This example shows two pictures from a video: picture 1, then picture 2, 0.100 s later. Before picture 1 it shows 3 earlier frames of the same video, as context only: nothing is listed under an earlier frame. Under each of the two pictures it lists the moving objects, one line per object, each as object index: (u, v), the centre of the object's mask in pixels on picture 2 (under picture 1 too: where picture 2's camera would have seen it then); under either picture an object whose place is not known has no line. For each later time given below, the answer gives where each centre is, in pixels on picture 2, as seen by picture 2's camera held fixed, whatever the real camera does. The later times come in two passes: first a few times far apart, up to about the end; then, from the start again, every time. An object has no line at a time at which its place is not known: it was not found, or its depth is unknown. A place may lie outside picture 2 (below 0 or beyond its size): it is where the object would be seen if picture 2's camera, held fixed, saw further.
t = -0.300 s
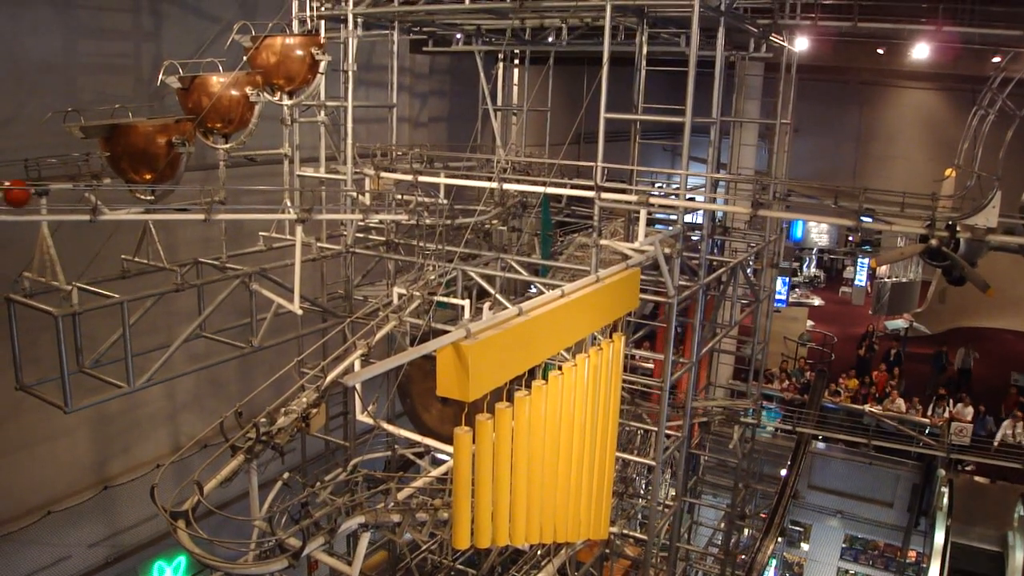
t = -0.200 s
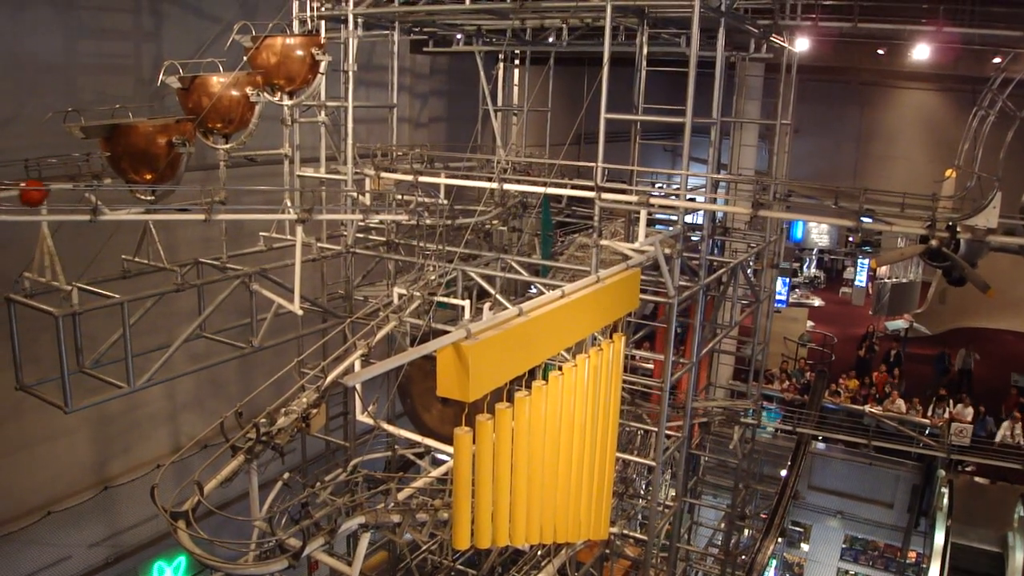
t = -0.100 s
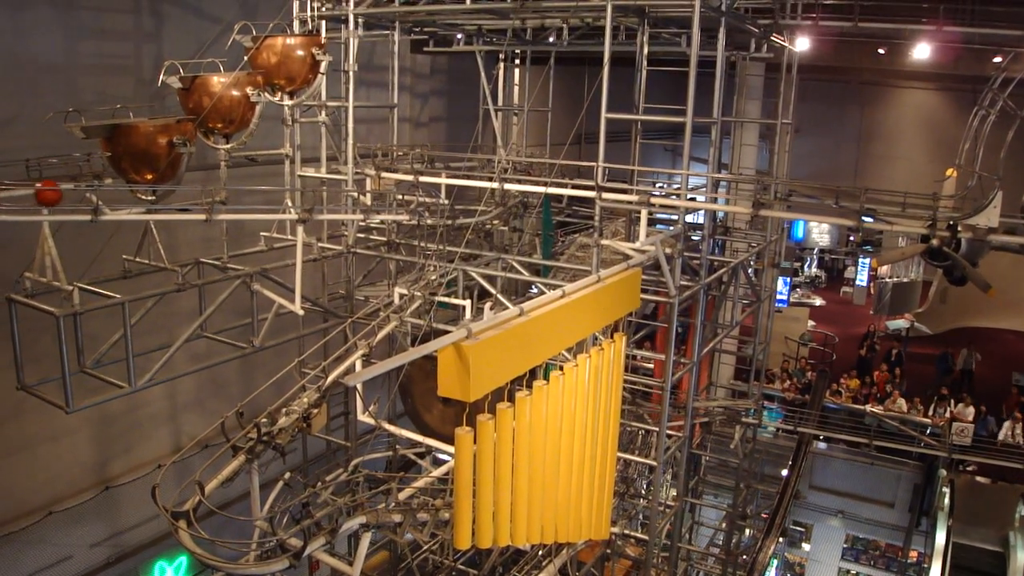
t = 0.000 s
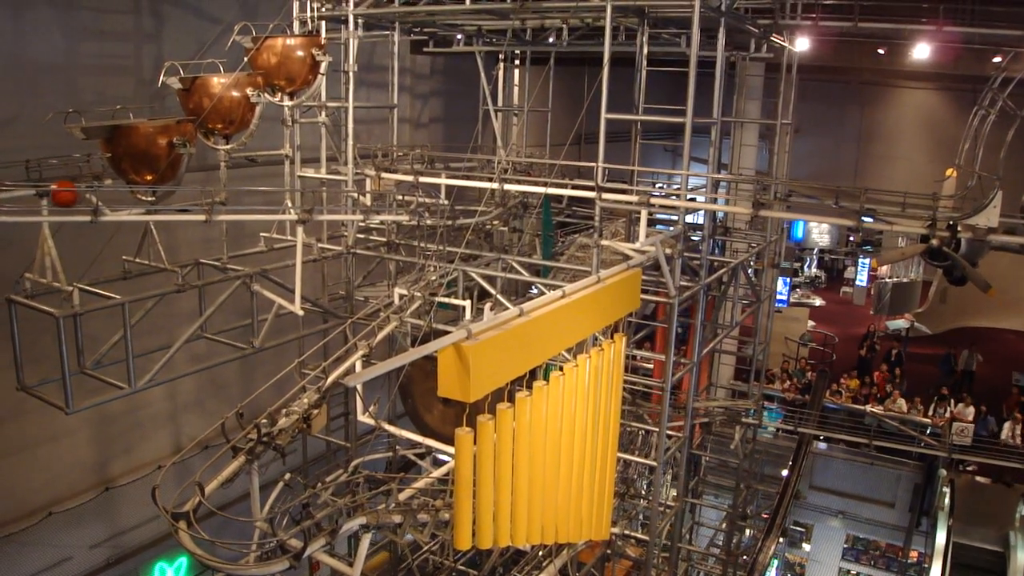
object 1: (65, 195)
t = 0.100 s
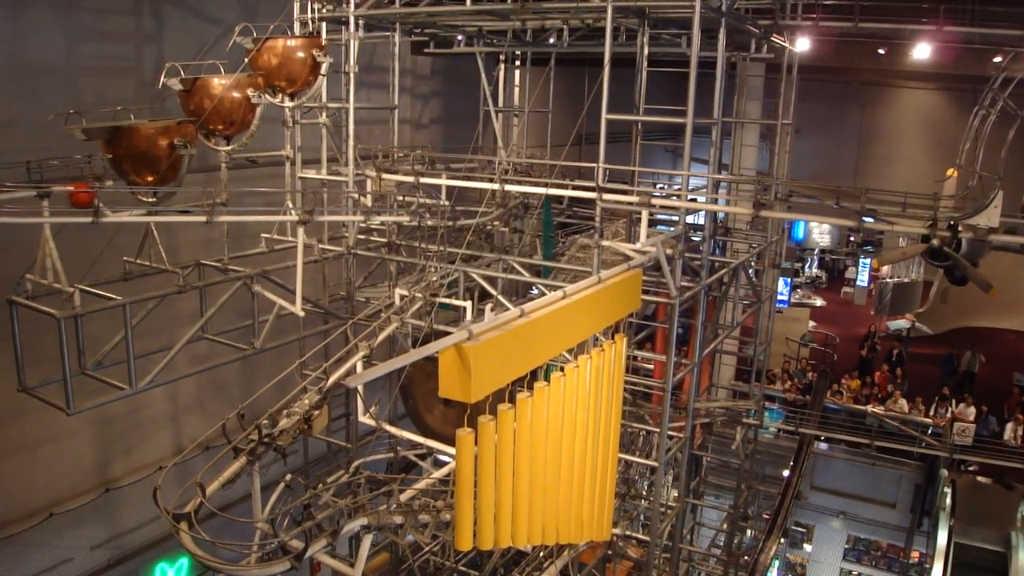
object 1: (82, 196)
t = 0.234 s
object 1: (103, 195)
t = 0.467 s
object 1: (143, 196)
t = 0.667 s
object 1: (178, 195)
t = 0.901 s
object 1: (221, 195)
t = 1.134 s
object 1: (264, 197)
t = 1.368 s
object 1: (306, 198)
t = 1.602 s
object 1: (350, 199)
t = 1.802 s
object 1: (386, 199)
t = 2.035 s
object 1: (428, 205)
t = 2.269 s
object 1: (432, 242)
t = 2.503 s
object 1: (428, 275)
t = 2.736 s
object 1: (425, 279)
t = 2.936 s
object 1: (420, 282)
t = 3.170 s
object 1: (417, 286)
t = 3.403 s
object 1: (410, 293)
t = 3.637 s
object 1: (402, 299)
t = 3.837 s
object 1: (392, 306)
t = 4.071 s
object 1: (381, 316)
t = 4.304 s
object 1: (366, 326)
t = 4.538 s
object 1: (349, 339)
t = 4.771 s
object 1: (333, 355)
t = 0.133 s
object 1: (87, 196)
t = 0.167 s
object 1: (92, 195)
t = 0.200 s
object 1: (98, 196)
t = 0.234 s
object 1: (103, 195)
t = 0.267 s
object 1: (110, 195)
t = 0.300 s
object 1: (114, 195)
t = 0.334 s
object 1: (121, 196)
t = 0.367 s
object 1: (126, 196)
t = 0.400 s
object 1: (131, 195)
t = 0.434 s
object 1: (138, 195)
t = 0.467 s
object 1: (143, 196)
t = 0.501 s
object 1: (149, 195)
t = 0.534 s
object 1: (154, 196)
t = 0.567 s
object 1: (162, 195)
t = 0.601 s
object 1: (167, 196)
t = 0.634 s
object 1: (172, 196)
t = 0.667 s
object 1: (178, 195)
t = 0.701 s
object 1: (184, 196)
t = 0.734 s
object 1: (191, 196)
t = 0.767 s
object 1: (198, 196)
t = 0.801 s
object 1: (202, 196)
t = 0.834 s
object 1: (209, 196)
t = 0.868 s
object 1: (215, 197)
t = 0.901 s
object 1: (221, 195)
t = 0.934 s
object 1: (227, 196)
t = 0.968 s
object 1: (234, 196)
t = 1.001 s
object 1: (240, 196)
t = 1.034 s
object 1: (245, 197)
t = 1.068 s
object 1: (252, 197)
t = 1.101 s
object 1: (258, 197)
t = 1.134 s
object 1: (264, 197)
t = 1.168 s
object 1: (270, 197)
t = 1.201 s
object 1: (276, 197)
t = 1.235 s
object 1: (282, 197)
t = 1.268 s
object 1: (289, 197)
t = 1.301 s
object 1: (295, 197)
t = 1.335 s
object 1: (302, 198)
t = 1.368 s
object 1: (306, 198)
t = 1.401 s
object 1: (314, 198)
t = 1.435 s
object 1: (320, 197)
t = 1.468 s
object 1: (326, 197)
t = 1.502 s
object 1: (332, 197)
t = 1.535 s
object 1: (338, 198)
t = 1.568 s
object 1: (344, 198)
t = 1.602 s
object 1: (350, 199)
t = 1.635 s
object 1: (356, 199)
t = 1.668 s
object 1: (362, 198)
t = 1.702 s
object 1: (368, 199)
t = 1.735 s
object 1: (375, 199)
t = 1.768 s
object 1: (381, 200)
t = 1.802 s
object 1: (386, 199)
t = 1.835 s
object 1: (393, 200)
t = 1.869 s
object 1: (398, 200)
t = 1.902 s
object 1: (404, 200)
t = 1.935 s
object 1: (410, 200)
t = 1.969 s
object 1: (416, 200)
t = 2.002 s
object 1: (423, 203)
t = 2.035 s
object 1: (428, 205)
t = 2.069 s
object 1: (433, 209)
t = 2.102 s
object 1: (433, 214)
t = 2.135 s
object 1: (432, 220)
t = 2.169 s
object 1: (432, 223)
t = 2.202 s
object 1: (432, 230)
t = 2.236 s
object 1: (432, 235)
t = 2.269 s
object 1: (432, 242)
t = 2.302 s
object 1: (432, 250)
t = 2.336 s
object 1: (431, 259)
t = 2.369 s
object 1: (431, 265)
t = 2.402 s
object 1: (432, 270)
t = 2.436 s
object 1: (430, 273)
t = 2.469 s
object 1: (429, 274)
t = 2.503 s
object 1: (428, 275)
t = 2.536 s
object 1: (427, 275)
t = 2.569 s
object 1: (427, 275)
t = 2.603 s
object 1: (427, 276)
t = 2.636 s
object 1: (426, 277)
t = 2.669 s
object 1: (426, 278)
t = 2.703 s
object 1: (425, 279)
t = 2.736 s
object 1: (425, 279)
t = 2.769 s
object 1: (425, 280)
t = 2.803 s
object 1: (424, 280)
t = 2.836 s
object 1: (423, 280)
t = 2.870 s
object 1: (422, 282)
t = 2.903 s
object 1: (421, 282)
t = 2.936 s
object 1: (420, 282)
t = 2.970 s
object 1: (420, 282)
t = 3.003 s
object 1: (419, 283)
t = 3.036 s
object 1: (419, 283)
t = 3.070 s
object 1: (418, 285)
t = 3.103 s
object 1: (418, 285)
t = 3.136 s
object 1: (418, 286)
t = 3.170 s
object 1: (417, 286)
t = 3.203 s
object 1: (417, 287)
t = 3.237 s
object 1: (415, 288)
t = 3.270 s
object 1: (414, 289)
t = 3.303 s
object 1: (413, 289)
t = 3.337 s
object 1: (412, 291)
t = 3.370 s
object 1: (411, 291)
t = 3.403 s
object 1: (410, 293)
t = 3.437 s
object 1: (409, 293)
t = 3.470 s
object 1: (408, 294)
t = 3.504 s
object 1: (406, 295)
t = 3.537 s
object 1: (405, 296)
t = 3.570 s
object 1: (403, 298)
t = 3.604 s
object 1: (403, 299)
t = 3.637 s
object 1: (402, 299)
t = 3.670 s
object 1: (401, 300)
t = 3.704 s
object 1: (400, 301)
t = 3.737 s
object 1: (396, 303)
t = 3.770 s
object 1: (395, 304)
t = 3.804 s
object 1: (394, 305)
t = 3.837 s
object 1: (392, 306)
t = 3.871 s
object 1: (391, 308)
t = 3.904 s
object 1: (389, 309)
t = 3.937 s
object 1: (387, 310)
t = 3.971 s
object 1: (386, 312)
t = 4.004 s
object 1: (385, 313)
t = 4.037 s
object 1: (383, 314)
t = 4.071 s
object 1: (381, 316)
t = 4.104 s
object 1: (380, 316)
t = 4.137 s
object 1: (378, 318)
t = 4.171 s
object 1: (376, 319)
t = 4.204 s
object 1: (374, 322)
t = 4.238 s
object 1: (372, 323)
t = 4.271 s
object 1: (368, 324)
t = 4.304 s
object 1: (366, 326)
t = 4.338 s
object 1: (364, 329)
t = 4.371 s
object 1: (361, 331)
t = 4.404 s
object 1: (359, 333)
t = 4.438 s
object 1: (358, 334)
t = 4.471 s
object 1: (356, 336)
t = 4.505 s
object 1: (352, 338)
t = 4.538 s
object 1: (349, 339)
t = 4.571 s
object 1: (348, 342)
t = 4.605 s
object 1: (346, 343)
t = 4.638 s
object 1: (344, 346)
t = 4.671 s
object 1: (341, 348)
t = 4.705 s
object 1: (337, 351)
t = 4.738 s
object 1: (335, 353)
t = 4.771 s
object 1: (333, 355)
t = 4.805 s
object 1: (329, 357)
